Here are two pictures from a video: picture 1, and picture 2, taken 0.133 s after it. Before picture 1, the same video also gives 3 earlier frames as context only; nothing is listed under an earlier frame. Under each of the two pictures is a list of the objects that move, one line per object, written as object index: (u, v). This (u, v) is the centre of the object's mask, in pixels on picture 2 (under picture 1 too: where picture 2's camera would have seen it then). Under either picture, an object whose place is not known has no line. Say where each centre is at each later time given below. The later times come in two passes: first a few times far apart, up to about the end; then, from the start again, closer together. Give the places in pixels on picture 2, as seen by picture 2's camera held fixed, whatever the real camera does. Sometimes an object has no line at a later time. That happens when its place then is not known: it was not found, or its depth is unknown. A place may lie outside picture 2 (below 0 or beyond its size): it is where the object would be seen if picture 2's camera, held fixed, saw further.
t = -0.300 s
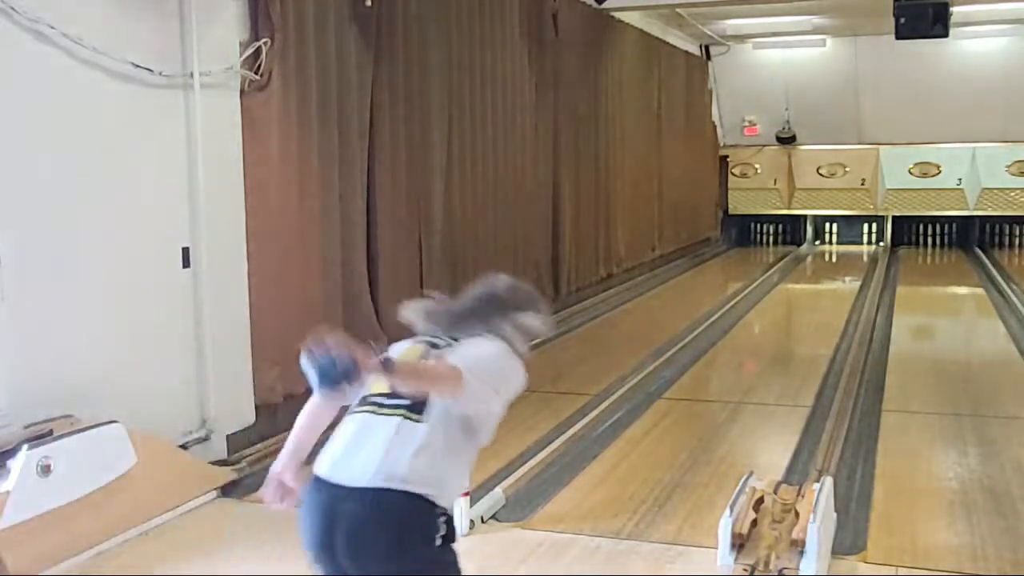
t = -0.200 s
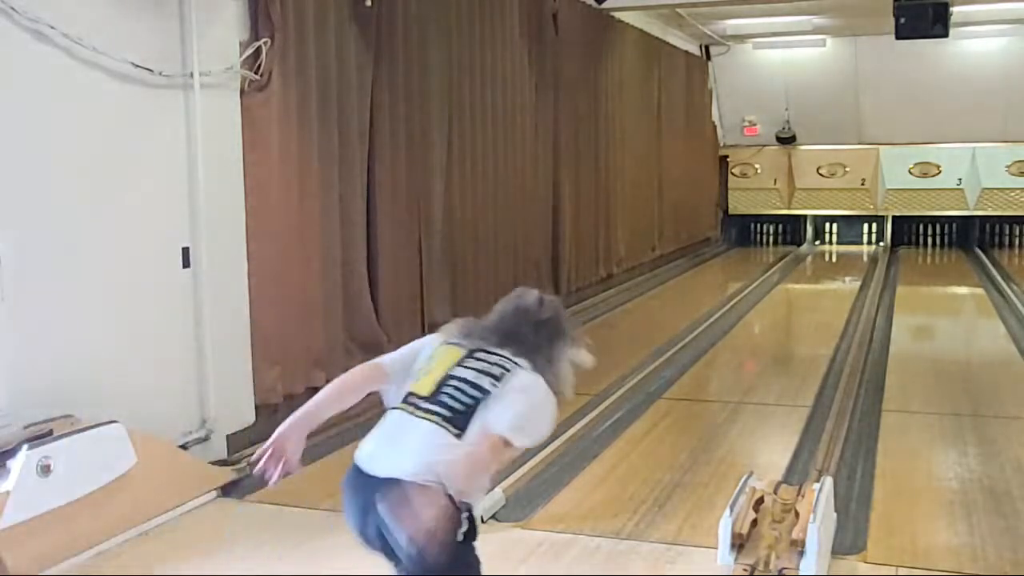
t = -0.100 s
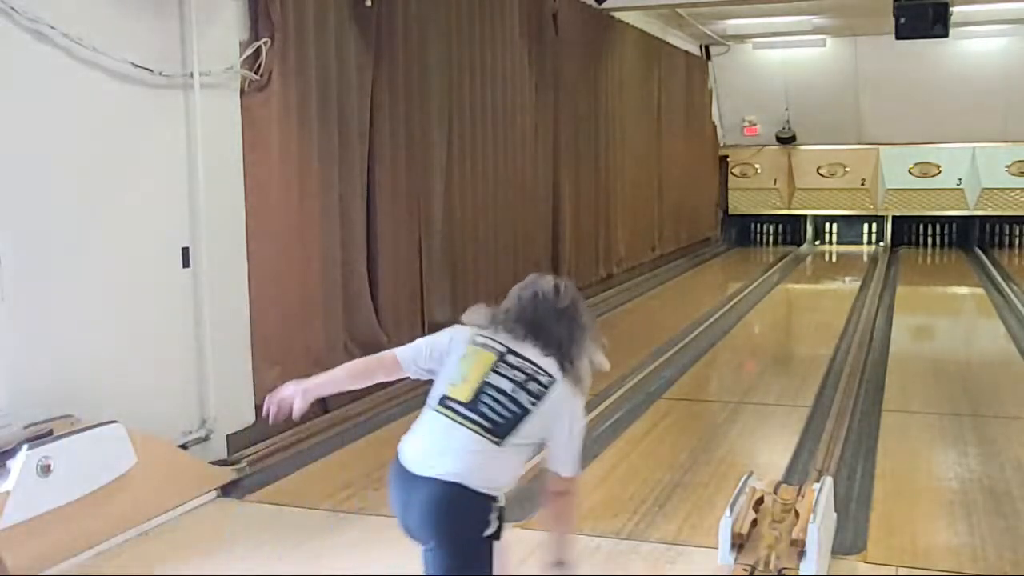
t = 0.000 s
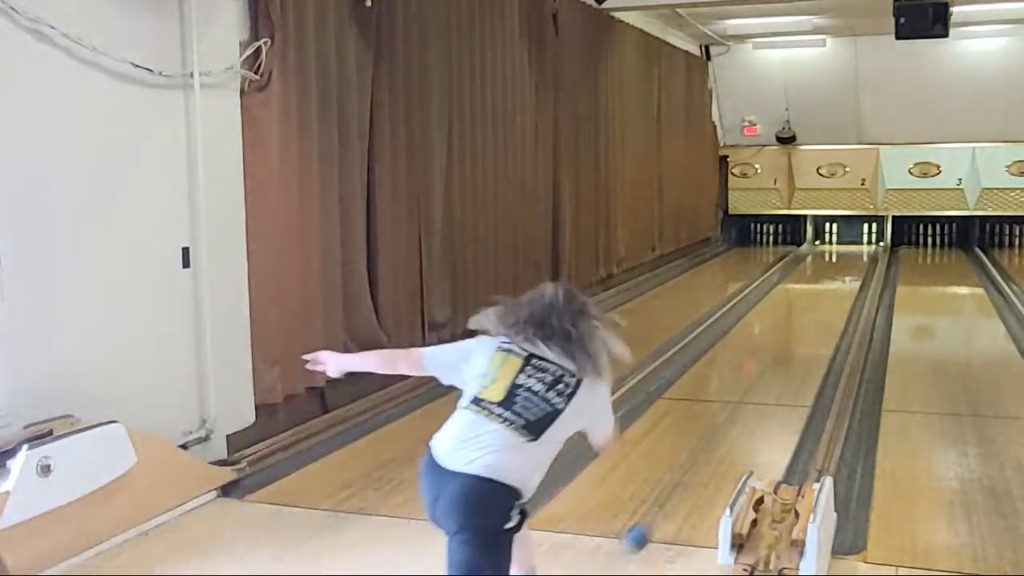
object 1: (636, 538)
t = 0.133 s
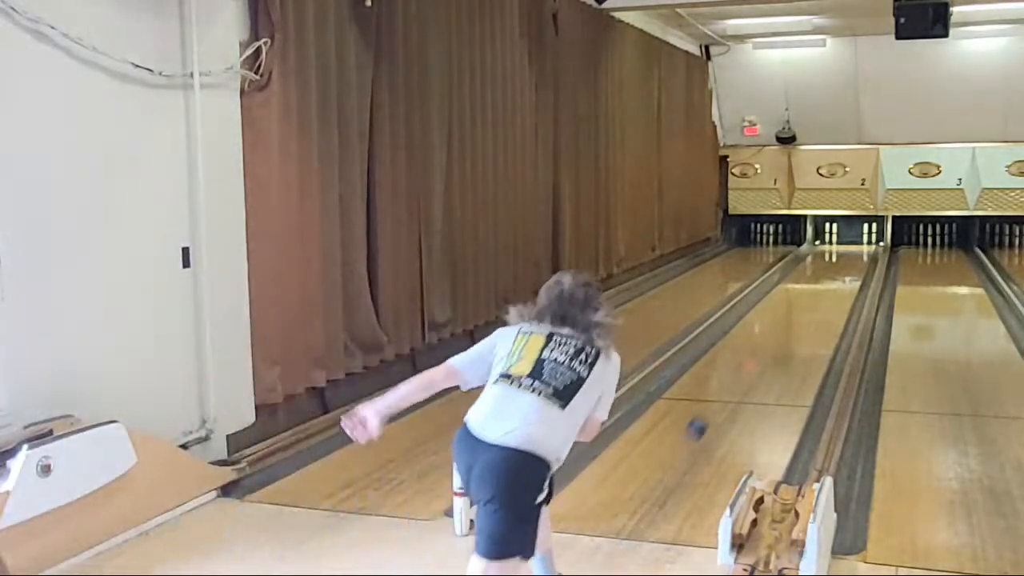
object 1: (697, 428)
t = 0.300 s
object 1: (738, 377)
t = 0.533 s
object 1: (772, 322)
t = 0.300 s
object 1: (738, 377)
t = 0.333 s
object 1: (744, 363)
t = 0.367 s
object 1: (750, 353)
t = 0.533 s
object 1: (772, 322)
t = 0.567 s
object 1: (775, 317)
